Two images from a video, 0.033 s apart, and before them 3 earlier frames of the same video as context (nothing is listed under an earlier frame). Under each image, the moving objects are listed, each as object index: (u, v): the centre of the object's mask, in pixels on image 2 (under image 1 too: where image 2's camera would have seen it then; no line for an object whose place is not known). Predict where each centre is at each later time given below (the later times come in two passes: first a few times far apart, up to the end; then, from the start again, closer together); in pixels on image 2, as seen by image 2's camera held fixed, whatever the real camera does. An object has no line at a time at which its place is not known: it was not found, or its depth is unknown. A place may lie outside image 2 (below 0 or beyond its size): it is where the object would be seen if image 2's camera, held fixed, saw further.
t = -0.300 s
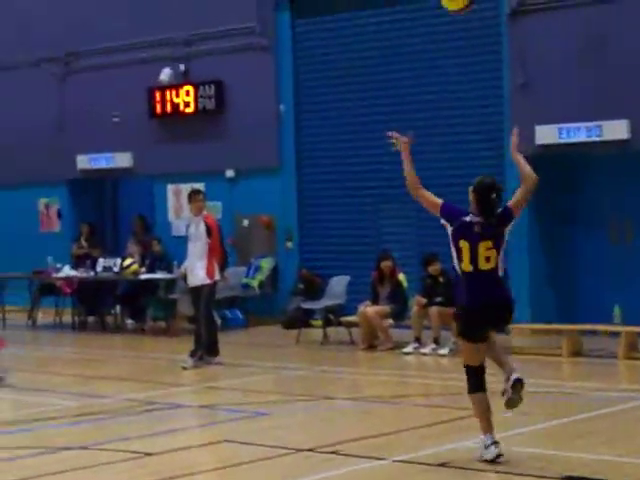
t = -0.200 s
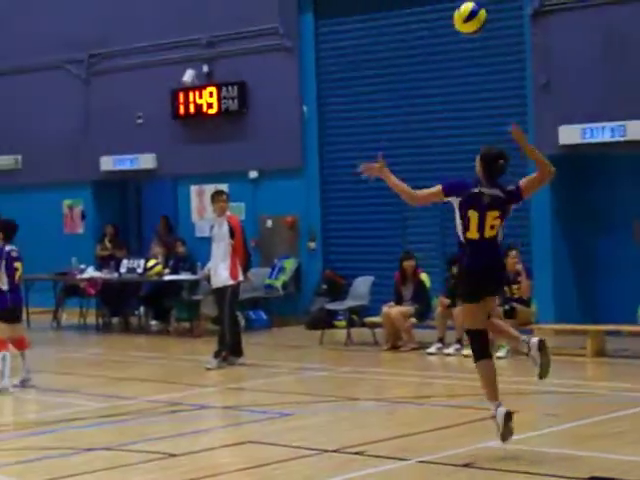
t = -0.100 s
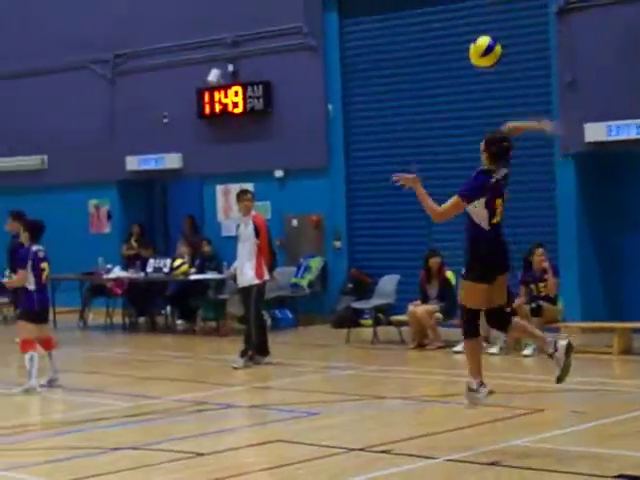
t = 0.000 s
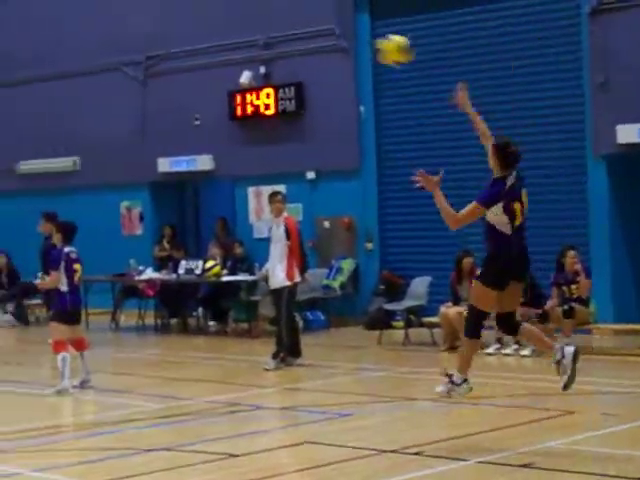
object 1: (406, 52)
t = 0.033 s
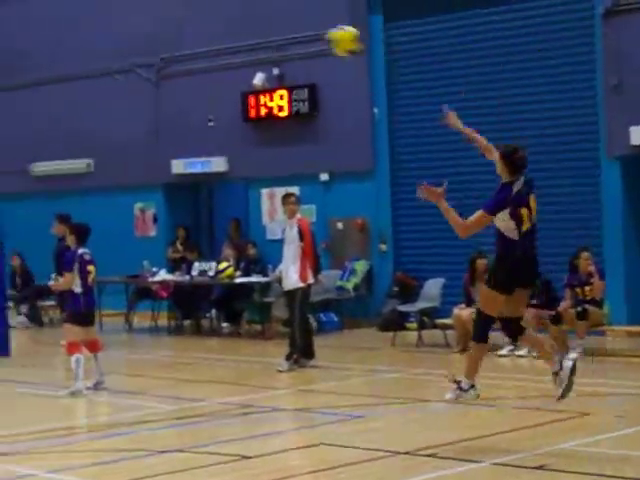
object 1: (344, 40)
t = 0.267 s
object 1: (-11, 7)
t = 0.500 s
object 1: (-257, 36)
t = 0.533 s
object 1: (-285, 45)
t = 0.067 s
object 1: (285, 31)
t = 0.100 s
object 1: (227, 23)
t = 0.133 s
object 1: (175, 18)
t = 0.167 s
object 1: (125, 12)
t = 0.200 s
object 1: (77, 9)
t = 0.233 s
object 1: (32, 8)
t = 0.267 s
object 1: (-11, 7)
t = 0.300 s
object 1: (-51, 9)
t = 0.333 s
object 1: (-90, 12)
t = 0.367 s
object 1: (-128, 14)
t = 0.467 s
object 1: (-228, 29)
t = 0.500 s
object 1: (-257, 36)
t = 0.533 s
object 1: (-285, 45)
